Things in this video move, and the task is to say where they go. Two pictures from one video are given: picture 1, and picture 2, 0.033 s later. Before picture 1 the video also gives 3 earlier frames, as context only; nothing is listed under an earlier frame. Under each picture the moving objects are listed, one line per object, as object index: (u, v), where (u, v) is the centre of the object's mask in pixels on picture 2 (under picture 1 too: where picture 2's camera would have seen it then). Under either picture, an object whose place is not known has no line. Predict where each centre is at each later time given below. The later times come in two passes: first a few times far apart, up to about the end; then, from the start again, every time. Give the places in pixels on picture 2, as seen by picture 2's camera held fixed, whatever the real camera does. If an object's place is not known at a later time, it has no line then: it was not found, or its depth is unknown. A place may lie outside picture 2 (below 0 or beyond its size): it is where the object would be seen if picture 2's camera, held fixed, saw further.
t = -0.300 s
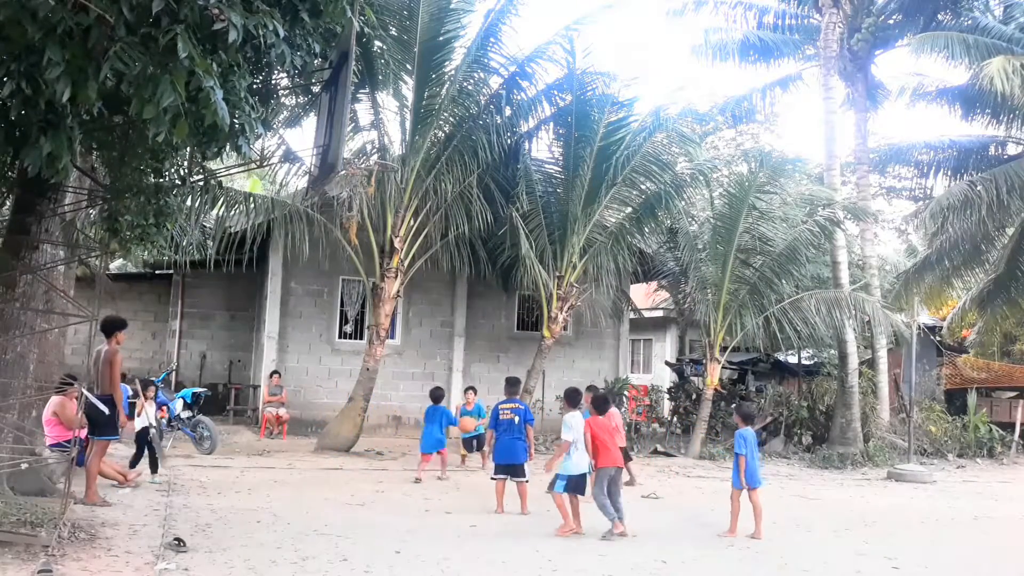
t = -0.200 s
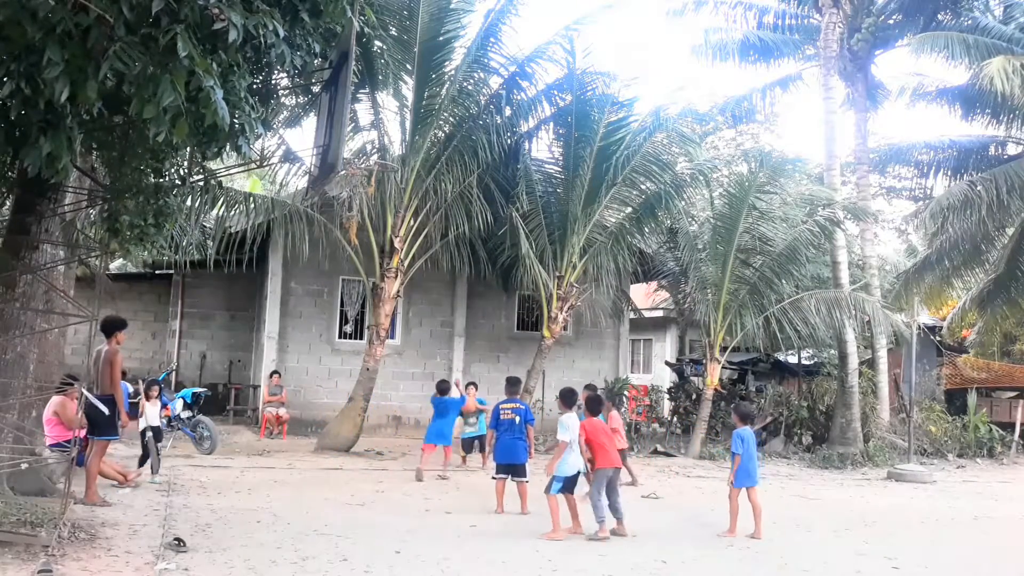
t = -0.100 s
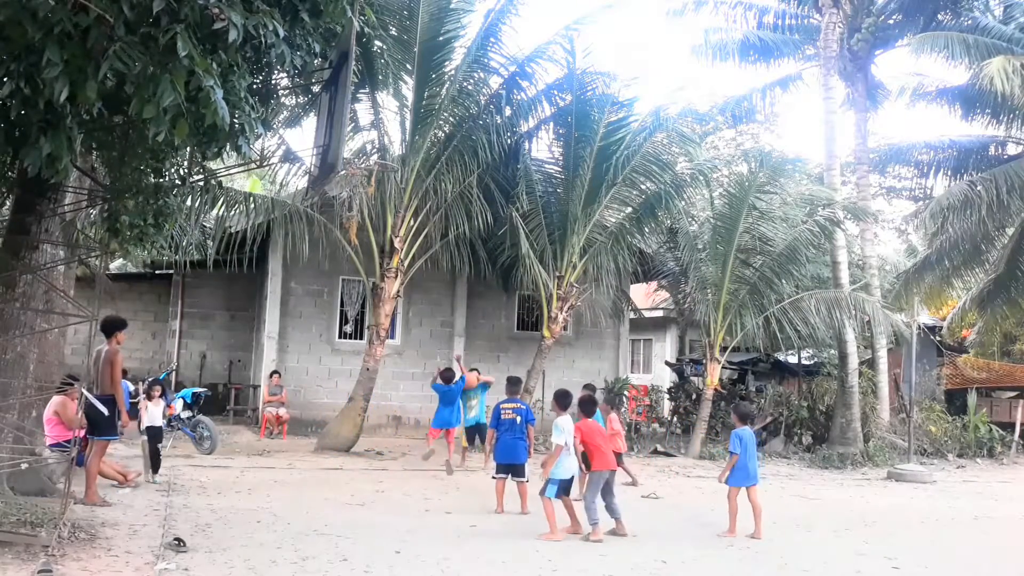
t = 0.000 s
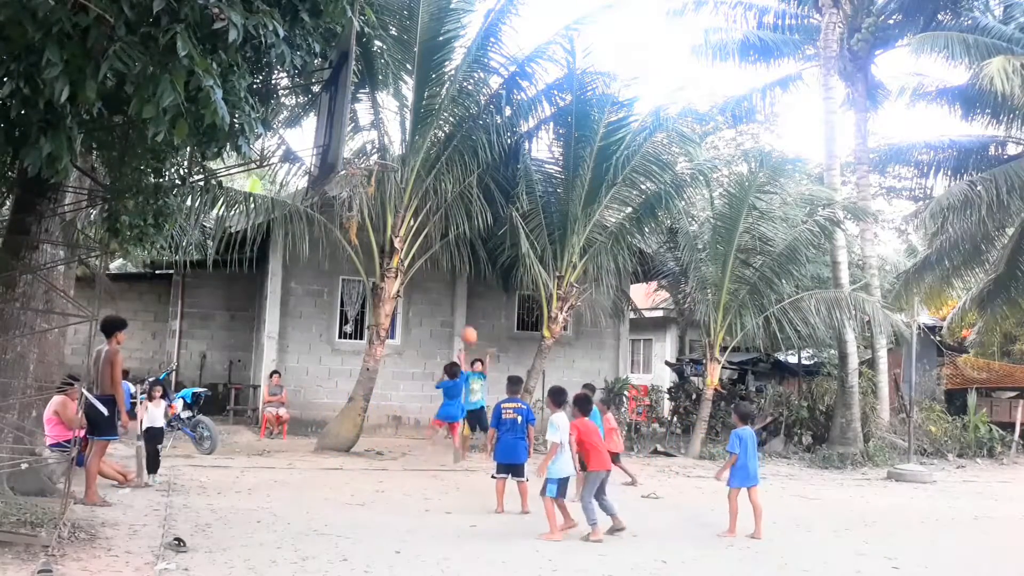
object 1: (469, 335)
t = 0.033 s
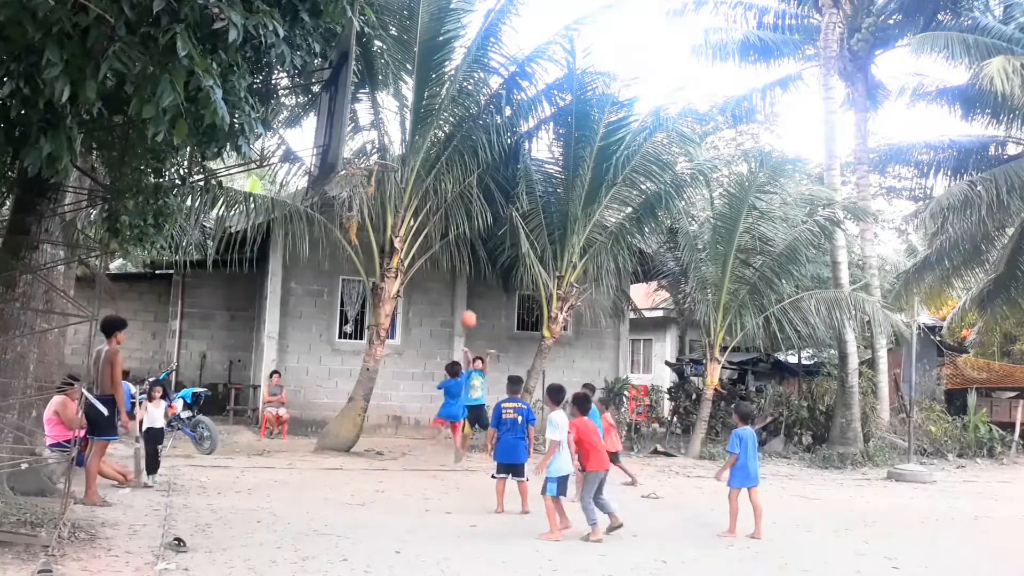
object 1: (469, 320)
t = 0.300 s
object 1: (458, 203)
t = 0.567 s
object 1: (444, 119)
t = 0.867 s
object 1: (422, 79)
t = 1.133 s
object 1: (393, 116)
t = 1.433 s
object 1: (355, 242)
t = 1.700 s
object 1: (313, 475)
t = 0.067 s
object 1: (468, 303)
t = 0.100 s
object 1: (467, 287)
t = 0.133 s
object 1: (465, 272)
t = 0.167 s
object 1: (464, 257)
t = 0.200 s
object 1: (463, 243)
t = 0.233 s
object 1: (461, 230)
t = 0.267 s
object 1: (460, 216)
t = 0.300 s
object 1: (458, 203)
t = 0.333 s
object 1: (458, 190)
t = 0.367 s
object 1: (456, 178)
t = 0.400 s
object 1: (453, 167)
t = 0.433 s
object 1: (452, 156)
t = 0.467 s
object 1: (450, 145)
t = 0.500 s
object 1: (449, 136)
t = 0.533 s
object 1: (446, 127)
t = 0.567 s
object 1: (444, 119)
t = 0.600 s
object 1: (442, 110)
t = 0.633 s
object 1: (439, 104)
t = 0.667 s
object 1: (437, 99)
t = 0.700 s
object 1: (434, 93)
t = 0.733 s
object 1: (432, 88)
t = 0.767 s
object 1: (430, 84)
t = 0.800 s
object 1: (428, 81)
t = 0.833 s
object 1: (425, 79)
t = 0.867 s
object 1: (422, 79)
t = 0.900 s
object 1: (419, 79)
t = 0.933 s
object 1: (415, 80)
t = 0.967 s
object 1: (412, 83)
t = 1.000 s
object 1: (410, 87)
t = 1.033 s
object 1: (406, 92)
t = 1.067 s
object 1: (401, 98)
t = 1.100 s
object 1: (397, 106)
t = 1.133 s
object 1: (393, 116)
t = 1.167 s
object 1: (389, 128)
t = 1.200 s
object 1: (384, 140)
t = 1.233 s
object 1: (380, 154)
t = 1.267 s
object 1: (375, 167)
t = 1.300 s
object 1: (369, 184)
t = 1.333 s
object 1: (364, 198)
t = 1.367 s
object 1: (360, 211)
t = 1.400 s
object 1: (357, 225)
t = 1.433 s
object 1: (355, 242)
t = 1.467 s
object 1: (350, 261)
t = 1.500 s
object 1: (346, 282)
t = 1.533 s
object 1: (341, 307)
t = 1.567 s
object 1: (336, 334)
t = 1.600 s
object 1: (331, 364)
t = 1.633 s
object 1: (323, 398)
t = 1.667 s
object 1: (320, 433)
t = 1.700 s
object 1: (313, 475)
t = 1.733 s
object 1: (306, 521)
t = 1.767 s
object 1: (299, 562)
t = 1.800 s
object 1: (298, 561)
